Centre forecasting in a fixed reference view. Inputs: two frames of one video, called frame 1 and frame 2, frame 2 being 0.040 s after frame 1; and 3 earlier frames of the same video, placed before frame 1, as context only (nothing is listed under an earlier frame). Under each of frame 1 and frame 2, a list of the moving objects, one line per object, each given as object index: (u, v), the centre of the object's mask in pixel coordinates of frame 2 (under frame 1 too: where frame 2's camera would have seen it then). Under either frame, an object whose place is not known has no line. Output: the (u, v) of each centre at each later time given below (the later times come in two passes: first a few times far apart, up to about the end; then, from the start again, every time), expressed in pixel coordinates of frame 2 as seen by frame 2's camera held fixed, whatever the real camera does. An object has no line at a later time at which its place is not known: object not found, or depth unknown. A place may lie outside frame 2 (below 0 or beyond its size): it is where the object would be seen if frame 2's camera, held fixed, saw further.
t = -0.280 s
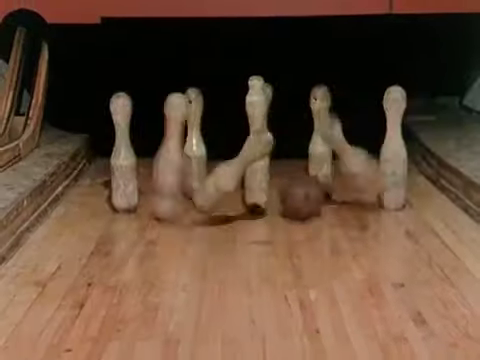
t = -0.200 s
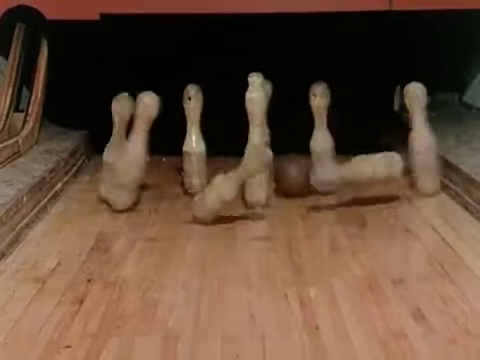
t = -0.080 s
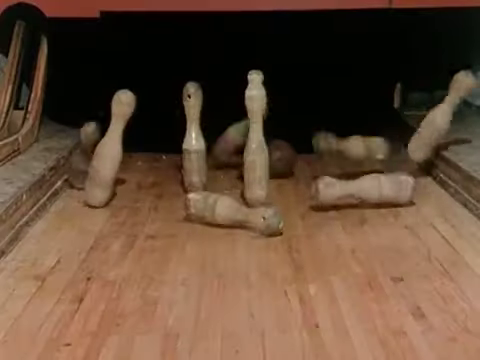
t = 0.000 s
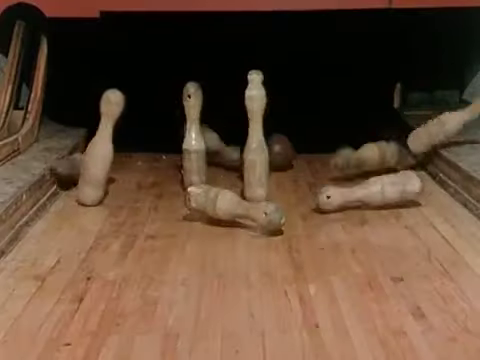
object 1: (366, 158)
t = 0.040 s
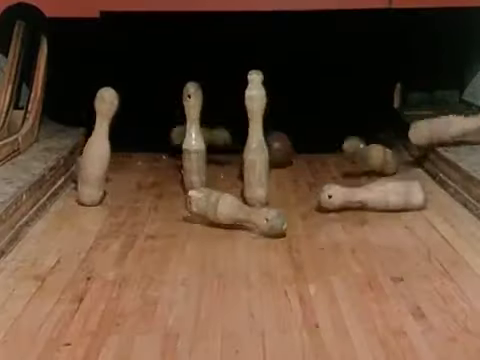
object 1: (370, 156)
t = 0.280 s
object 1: (396, 158)
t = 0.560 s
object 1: (412, 159)
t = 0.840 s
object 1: (412, 159)
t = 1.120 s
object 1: (409, 159)
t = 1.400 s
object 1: (407, 159)
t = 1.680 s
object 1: (407, 159)
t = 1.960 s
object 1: (409, 159)
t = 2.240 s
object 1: (409, 159)
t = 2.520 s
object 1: (409, 159)
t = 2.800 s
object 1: (409, 159)
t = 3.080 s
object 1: (409, 159)
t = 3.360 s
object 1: (409, 159)
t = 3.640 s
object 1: (409, 159)
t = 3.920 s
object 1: (409, 158)
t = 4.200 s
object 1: (409, 158)
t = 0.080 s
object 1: (374, 154)
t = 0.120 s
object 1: (377, 156)
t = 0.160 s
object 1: (383, 159)
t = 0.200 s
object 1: (388, 162)
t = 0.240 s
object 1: (393, 159)
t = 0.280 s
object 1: (396, 158)
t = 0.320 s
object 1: (399, 158)
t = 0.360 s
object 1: (403, 158)
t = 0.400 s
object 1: (409, 157)
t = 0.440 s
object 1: (411, 157)
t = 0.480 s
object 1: (411, 158)
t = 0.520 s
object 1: (411, 159)
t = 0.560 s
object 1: (412, 159)
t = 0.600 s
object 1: (412, 159)
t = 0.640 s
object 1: (411, 159)
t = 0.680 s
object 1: (411, 159)
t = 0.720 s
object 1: (412, 159)
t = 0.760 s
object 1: (411, 159)
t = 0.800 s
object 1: (412, 159)
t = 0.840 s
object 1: (412, 159)
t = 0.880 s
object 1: (411, 159)
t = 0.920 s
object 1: (411, 159)
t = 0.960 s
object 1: (411, 159)
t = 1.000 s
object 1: (410, 159)
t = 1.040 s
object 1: (410, 159)
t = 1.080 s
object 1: (410, 159)
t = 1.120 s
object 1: (409, 159)
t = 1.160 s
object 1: (409, 159)
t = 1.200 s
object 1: (409, 159)
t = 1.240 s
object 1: (408, 159)
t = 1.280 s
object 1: (408, 159)
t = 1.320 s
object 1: (408, 159)
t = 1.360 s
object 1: (407, 159)
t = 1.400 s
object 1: (407, 159)
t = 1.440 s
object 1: (407, 159)
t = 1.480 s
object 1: (407, 159)
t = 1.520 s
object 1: (407, 159)
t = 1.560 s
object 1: (407, 159)
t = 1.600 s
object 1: (407, 159)
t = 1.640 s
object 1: (407, 159)
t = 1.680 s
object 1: (407, 159)
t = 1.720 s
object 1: (408, 159)
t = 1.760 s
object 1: (408, 159)
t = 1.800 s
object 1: (408, 159)
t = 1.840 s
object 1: (408, 159)
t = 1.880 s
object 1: (408, 159)
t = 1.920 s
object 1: (408, 159)
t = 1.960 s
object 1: (409, 159)
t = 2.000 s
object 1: (409, 159)
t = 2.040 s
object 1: (409, 159)
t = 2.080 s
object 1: (409, 159)
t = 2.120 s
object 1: (409, 159)
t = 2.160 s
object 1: (409, 159)
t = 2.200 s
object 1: (409, 159)
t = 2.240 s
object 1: (409, 159)
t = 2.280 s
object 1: (409, 159)
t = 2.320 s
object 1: (409, 159)
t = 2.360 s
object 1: (409, 159)
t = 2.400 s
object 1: (409, 159)
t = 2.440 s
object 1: (409, 159)
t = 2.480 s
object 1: (409, 159)
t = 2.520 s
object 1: (409, 159)
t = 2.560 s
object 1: (409, 159)
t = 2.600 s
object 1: (409, 159)
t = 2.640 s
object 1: (409, 159)
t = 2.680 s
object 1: (409, 159)
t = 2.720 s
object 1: (409, 159)
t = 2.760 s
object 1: (409, 159)
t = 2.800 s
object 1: (409, 159)
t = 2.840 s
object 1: (409, 159)
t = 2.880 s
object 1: (409, 159)
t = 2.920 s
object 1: (409, 159)
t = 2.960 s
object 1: (409, 159)
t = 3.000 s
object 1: (409, 159)
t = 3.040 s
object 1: (409, 159)
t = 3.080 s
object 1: (409, 159)
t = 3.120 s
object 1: (409, 159)
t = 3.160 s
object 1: (409, 159)
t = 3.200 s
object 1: (409, 159)
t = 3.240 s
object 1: (409, 159)
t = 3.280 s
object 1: (410, 159)
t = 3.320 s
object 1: (410, 159)
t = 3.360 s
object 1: (409, 159)
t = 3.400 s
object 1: (409, 159)
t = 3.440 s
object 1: (409, 159)
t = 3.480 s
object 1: (409, 159)
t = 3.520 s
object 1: (410, 159)
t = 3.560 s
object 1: (410, 159)
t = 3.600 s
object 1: (410, 159)
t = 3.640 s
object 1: (409, 159)
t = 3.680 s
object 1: (409, 158)
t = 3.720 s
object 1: (409, 158)
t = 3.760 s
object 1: (409, 158)
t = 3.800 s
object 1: (409, 158)
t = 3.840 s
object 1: (409, 158)
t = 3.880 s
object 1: (409, 158)
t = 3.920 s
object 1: (409, 158)
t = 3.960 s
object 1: (410, 158)
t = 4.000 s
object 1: (409, 158)
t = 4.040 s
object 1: (410, 158)
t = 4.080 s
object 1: (409, 158)
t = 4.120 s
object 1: (409, 158)
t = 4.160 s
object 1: (409, 158)
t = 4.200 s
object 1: (409, 158)
